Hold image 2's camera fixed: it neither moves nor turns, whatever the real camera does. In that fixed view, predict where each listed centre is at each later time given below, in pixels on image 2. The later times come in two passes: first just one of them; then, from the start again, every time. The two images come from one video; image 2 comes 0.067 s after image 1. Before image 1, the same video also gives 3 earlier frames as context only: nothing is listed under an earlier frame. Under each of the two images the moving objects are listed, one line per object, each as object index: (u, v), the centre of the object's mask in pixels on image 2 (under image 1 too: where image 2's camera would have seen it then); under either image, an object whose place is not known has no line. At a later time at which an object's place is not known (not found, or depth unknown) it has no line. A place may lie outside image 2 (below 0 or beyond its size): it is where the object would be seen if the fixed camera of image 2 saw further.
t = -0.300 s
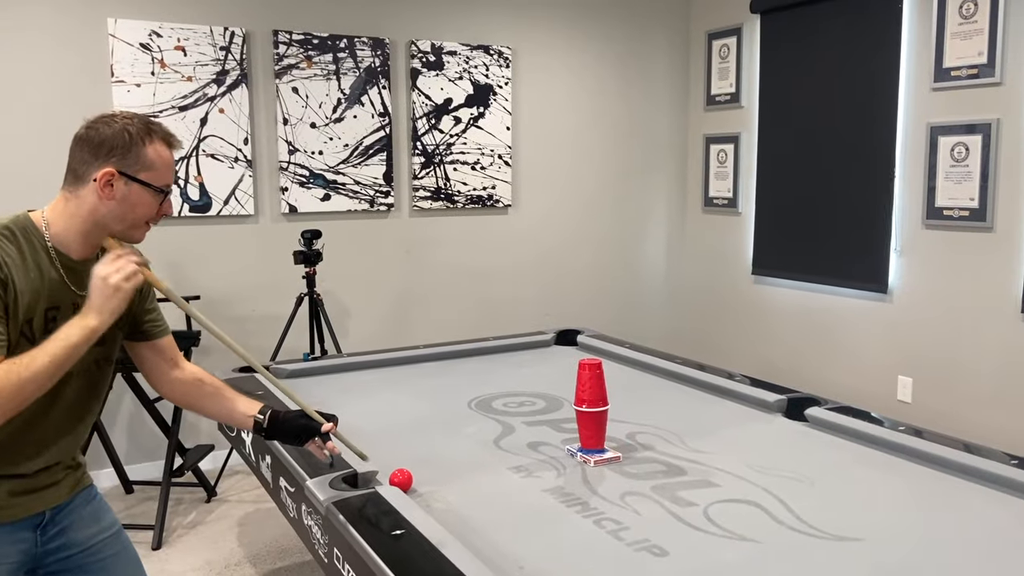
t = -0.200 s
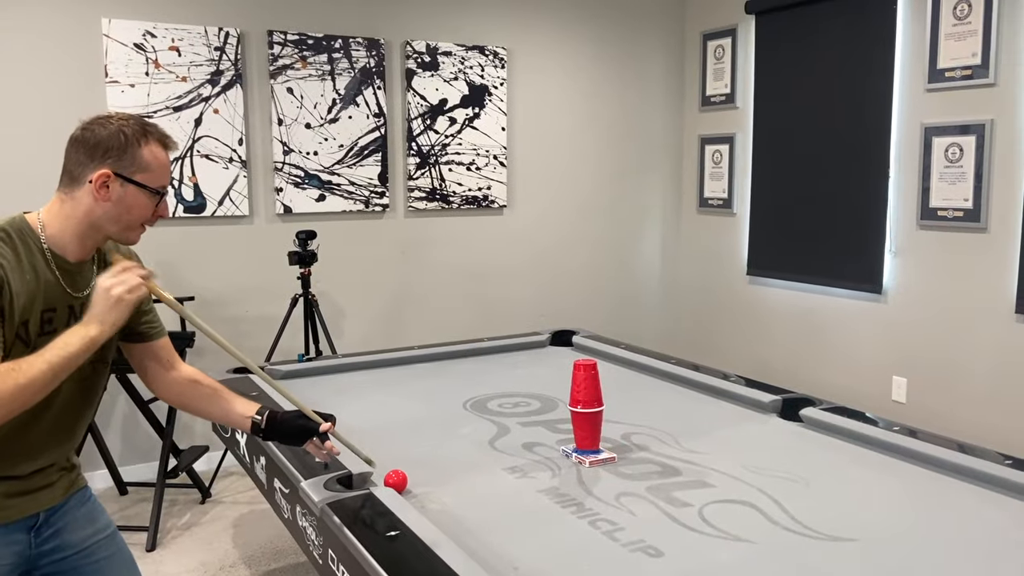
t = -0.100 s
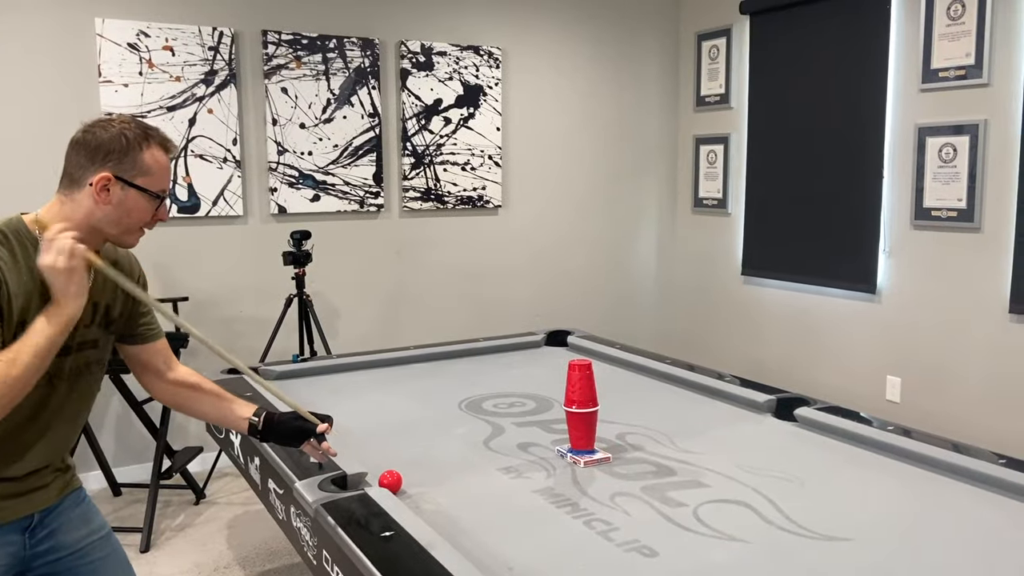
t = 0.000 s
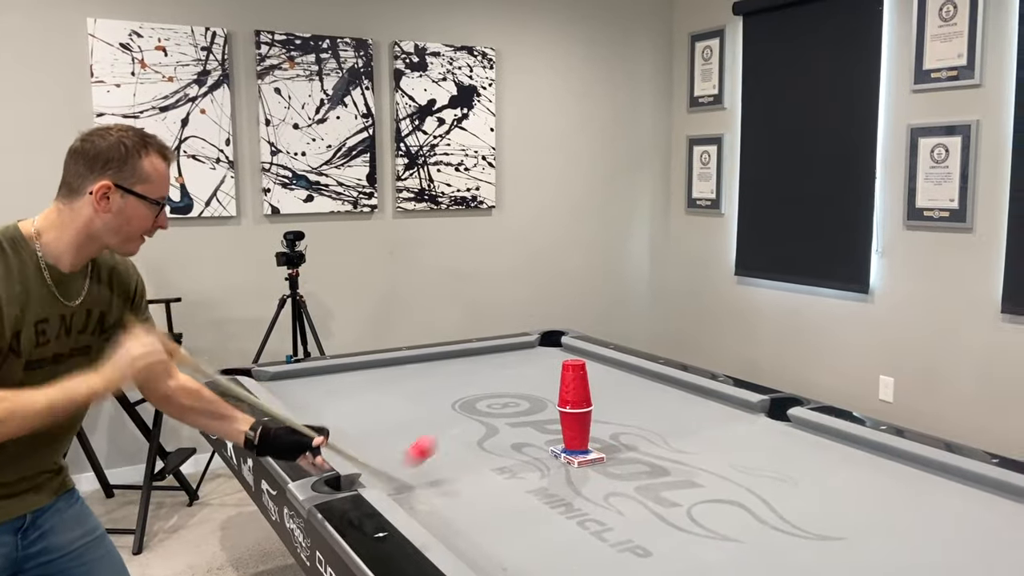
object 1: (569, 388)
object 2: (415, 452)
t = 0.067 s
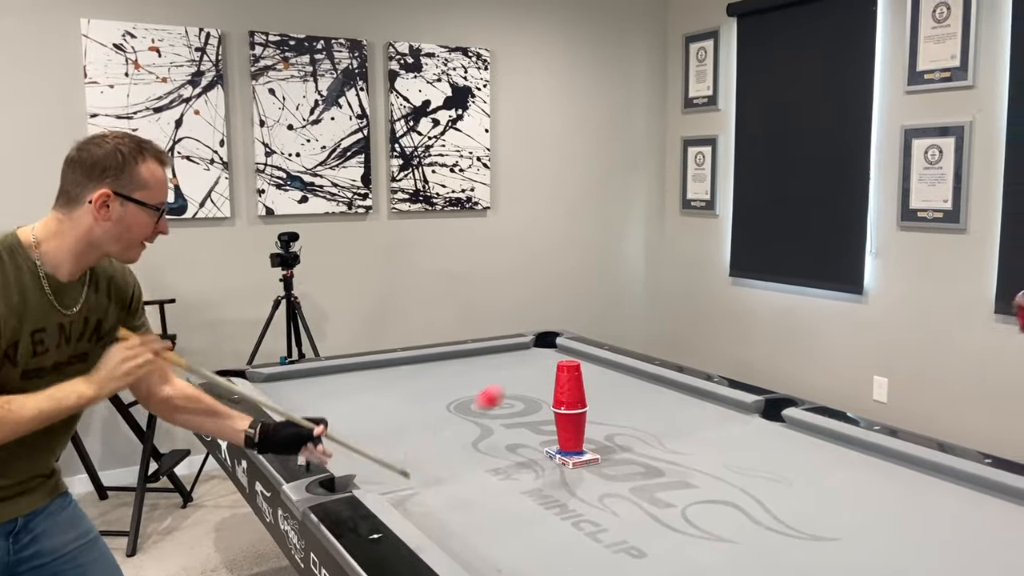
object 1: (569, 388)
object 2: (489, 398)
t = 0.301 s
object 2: (695, 352)
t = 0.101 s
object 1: (569, 387)
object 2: (524, 379)
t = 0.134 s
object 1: (578, 385)
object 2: (558, 365)
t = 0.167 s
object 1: (618, 372)
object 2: (587, 355)
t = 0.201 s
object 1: (652, 376)
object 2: (616, 348)
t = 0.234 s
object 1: (680, 392)
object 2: (643, 346)
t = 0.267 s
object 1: (712, 400)
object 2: (669, 347)
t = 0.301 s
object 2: (695, 352)
